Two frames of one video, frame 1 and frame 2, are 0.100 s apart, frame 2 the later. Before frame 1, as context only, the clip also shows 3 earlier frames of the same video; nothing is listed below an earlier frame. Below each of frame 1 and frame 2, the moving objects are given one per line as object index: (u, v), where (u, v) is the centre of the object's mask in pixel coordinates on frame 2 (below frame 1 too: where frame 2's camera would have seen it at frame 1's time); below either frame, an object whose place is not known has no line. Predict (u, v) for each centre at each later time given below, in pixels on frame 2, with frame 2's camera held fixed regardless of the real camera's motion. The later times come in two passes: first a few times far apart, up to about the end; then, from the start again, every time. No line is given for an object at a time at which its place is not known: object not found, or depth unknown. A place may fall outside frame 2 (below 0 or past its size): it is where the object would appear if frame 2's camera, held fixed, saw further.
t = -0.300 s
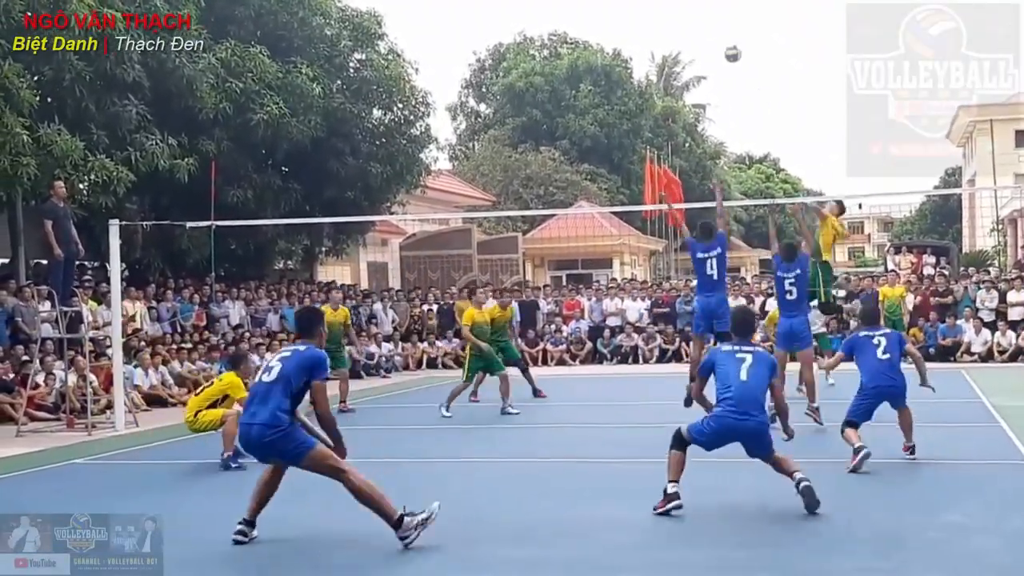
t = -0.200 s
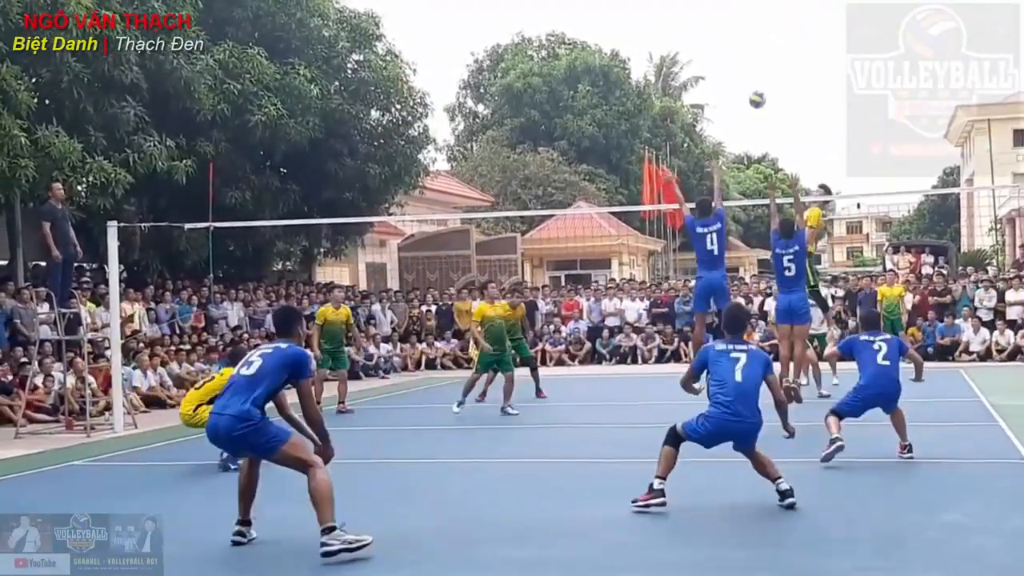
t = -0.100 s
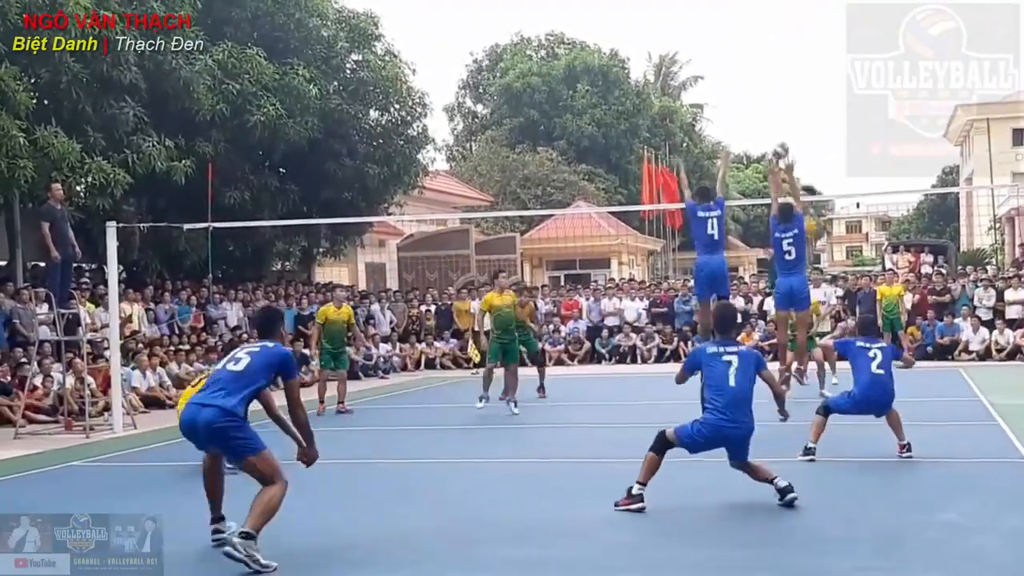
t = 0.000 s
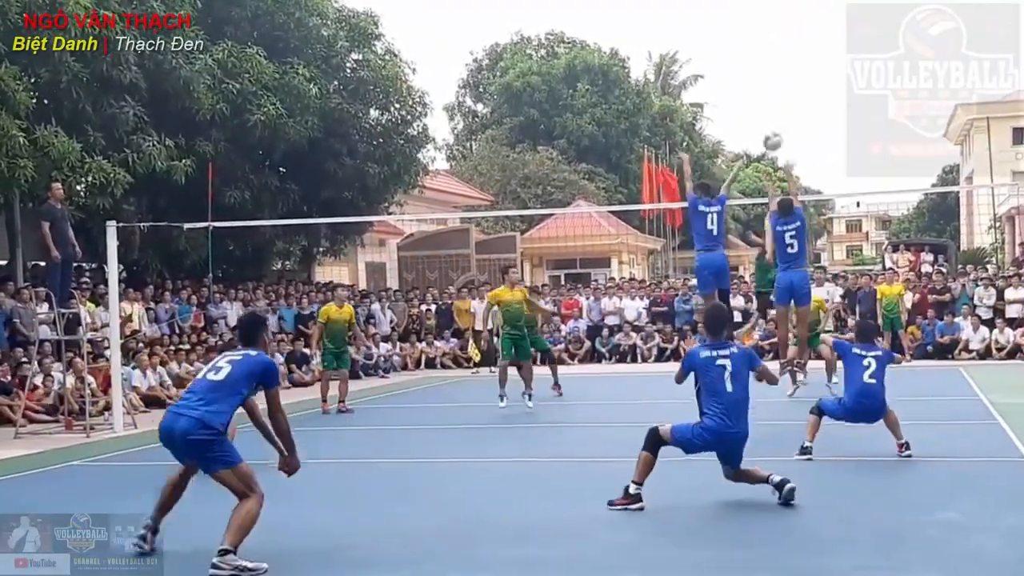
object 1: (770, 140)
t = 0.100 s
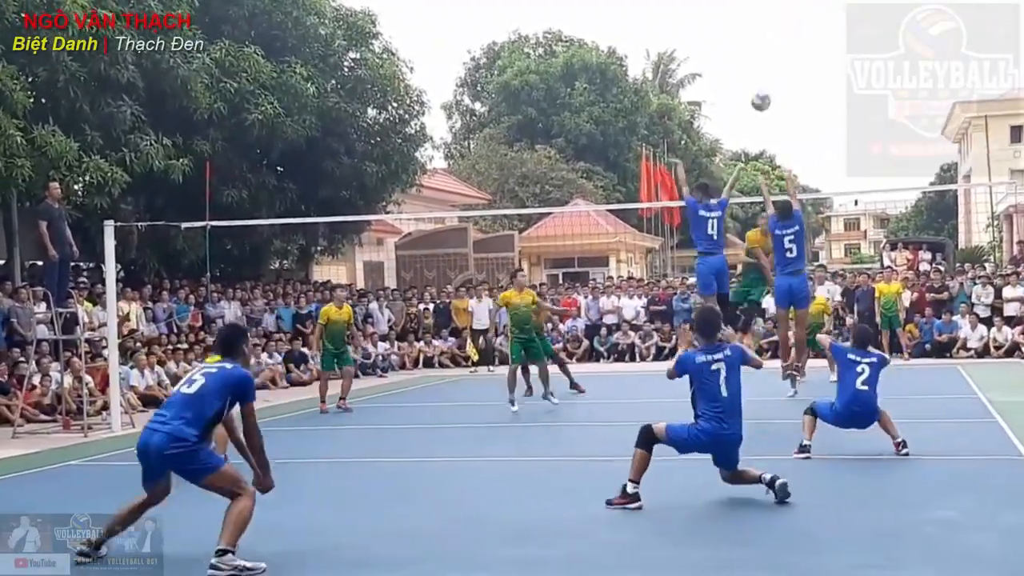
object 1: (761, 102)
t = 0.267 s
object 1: (745, 56)
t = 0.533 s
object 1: (720, 38)
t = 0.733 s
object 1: (701, 70)
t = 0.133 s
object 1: (757, 91)
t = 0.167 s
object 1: (754, 80)
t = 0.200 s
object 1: (751, 71)
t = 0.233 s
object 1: (748, 63)
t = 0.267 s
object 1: (745, 56)
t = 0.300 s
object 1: (742, 50)
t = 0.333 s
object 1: (738, 44)
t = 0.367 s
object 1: (736, 41)
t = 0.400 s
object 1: (732, 38)
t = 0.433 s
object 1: (729, 36)
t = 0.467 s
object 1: (726, 36)
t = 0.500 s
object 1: (723, 36)
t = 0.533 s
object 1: (720, 38)
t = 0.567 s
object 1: (717, 40)
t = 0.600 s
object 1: (714, 44)
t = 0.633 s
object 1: (711, 49)
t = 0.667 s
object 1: (707, 54)
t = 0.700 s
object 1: (705, 62)
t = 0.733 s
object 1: (701, 70)
